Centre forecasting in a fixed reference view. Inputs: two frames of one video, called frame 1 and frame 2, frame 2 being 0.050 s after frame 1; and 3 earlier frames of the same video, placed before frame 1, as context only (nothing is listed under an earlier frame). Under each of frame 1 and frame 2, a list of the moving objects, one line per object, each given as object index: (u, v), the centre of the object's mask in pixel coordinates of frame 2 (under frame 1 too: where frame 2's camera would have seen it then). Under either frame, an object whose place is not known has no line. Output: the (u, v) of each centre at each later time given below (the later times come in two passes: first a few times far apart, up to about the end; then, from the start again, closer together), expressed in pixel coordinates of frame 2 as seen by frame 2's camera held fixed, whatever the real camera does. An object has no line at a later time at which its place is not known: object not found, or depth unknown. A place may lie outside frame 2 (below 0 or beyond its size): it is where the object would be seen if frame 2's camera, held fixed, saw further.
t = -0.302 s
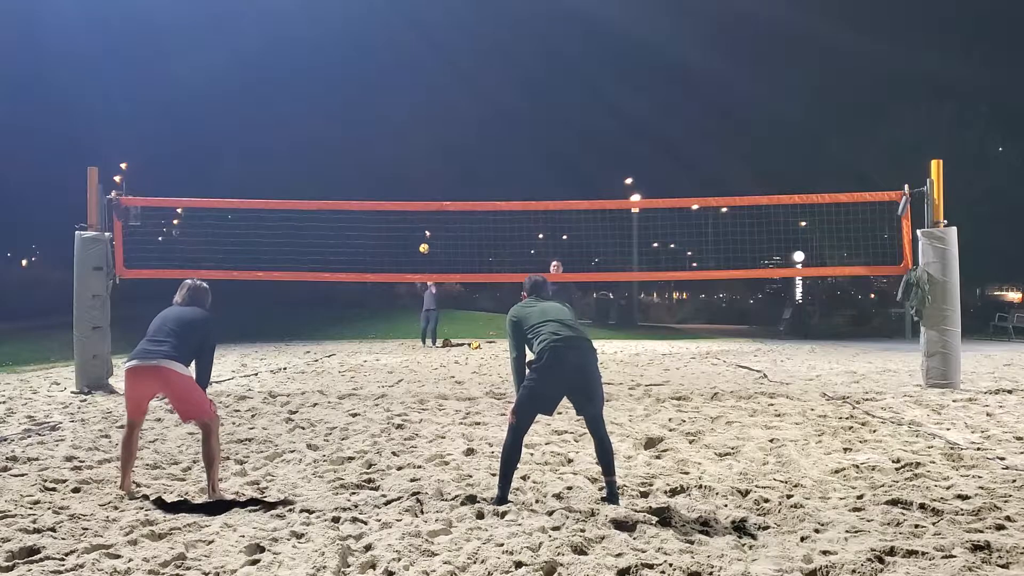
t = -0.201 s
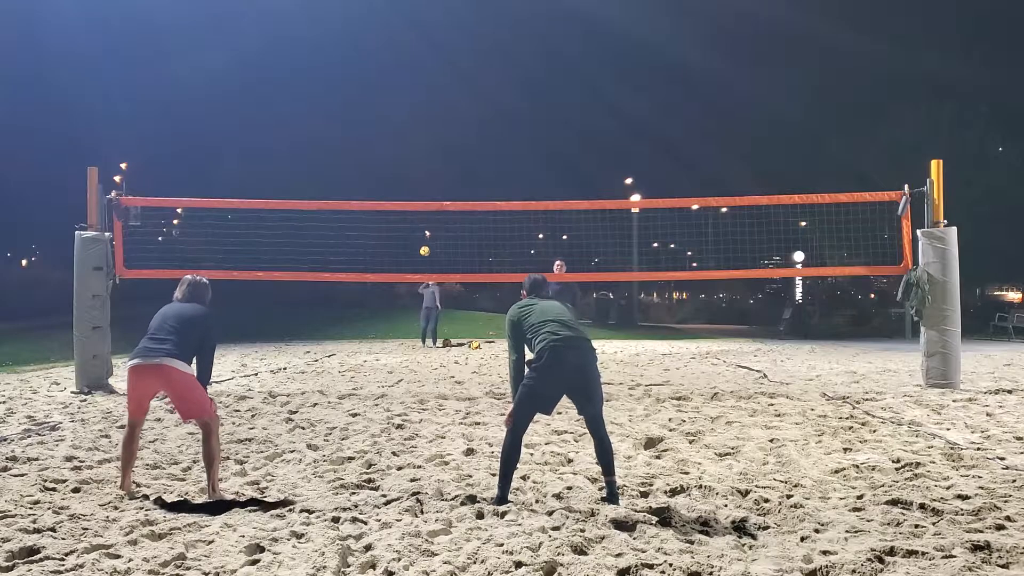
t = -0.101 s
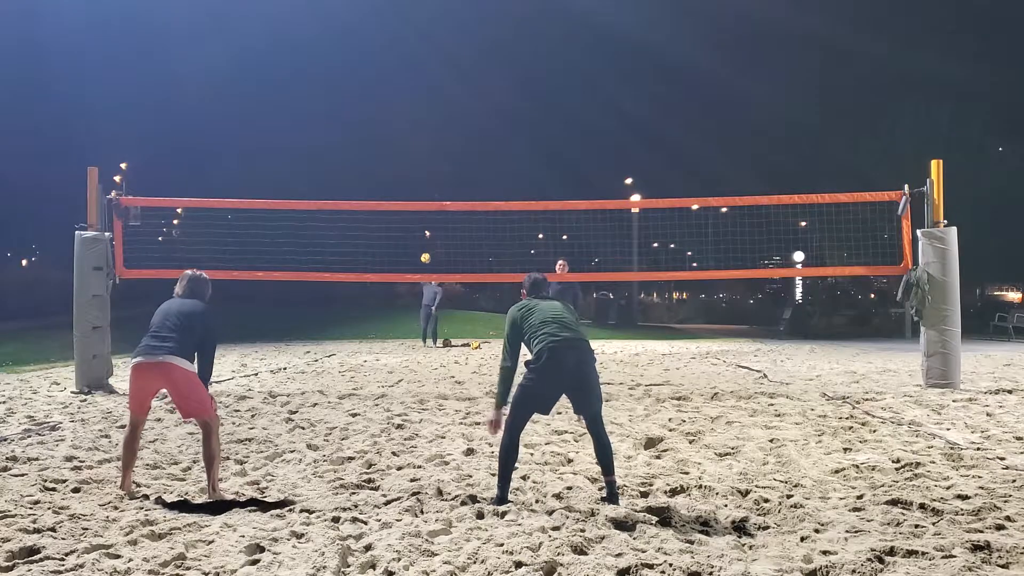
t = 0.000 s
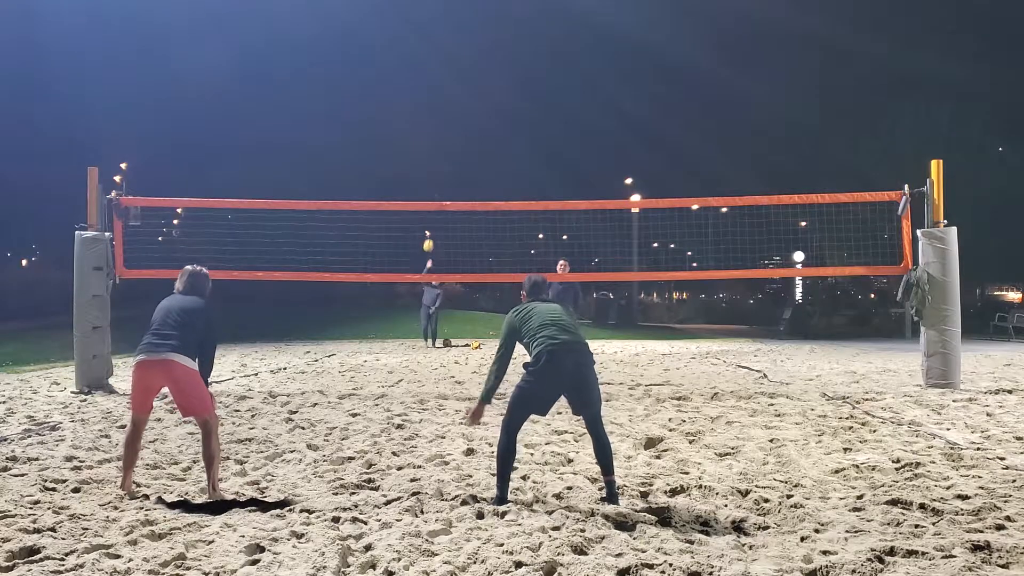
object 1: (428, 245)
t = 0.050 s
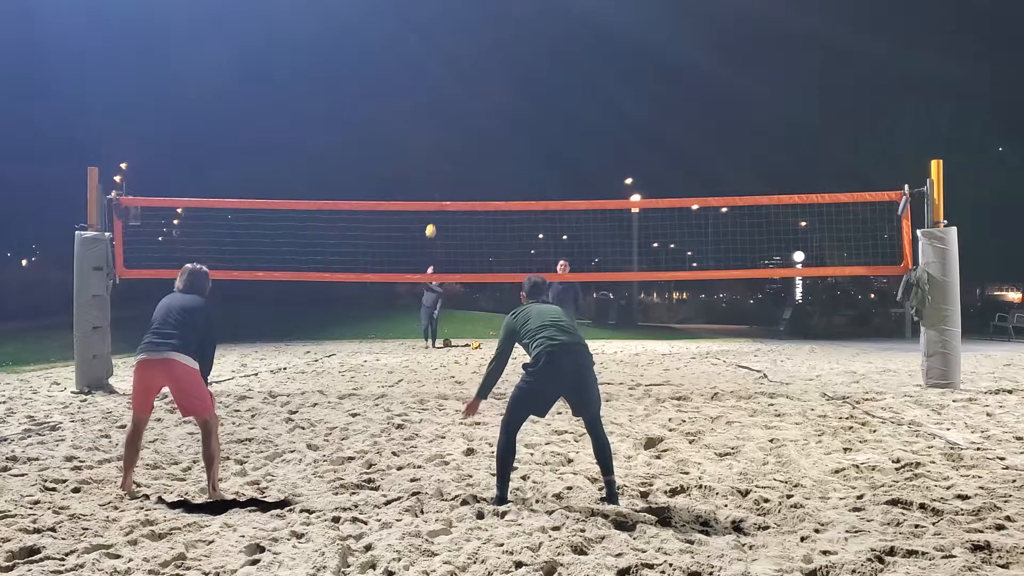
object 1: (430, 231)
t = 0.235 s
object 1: (441, 178)
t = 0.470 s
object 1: (455, 114)
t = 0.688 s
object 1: (472, 68)
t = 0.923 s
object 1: (495, 42)
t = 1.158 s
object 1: (528, 62)
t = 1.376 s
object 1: (578, 174)
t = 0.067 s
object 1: (431, 226)
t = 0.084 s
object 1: (432, 221)
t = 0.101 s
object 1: (433, 216)
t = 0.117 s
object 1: (433, 214)
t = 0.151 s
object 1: (436, 199)
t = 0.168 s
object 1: (437, 196)
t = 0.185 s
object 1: (438, 192)
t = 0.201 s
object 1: (439, 187)
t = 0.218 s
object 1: (440, 182)
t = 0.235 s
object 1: (441, 178)
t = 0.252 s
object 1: (442, 173)
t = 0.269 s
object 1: (443, 168)
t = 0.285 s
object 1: (444, 163)
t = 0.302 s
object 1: (445, 159)
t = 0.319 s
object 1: (446, 154)
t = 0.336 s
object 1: (447, 150)
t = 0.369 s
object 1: (449, 140)
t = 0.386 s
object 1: (450, 136)
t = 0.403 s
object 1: (451, 131)
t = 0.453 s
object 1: (454, 119)
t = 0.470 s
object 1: (455, 114)
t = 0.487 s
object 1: (456, 110)
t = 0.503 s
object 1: (458, 106)
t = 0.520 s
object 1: (458, 102)
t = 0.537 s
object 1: (460, 98)
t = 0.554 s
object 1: (461, 95)
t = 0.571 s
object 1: (462, 91)
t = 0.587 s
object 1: (463, 87)
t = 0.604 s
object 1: (465, 84)
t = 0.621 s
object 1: (466, 80)
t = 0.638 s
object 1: (467, 77)
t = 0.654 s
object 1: (469, 74)
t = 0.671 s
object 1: (470, 71)
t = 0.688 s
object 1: (472, 68)
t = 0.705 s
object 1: (473, 66)
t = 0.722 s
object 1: (475, 63)
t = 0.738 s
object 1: (477, 60)
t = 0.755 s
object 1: (478, 58)
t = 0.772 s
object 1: (480, 56)
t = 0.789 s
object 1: (482, 53)
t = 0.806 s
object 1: (483, 51)
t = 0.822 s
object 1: (485, 50)
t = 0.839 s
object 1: (487, 48)
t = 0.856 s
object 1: (488, 47)
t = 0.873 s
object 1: (490, 45)
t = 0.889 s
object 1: (492, 44)
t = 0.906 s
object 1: (494, 43)
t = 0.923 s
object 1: (495, 42)
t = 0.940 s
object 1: (497, 41)
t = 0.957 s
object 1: (499, 41)
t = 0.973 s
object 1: (501, 41)
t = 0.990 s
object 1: (503, 41)
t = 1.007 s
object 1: (506, 41)
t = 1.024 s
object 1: (508, 42)
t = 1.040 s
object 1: (510, 43)
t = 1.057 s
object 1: (513, 44)
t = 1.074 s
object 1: (515, 46)
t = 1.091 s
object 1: (517, 48)
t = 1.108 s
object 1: (520, 51)
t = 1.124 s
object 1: (523, 54)
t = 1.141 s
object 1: (526, 58)
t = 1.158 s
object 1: (528, 62)
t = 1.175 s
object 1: (531, 67)
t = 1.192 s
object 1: (534, 72)
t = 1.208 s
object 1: (538, 78)
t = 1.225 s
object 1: (541, 84)
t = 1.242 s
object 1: (545, 91)
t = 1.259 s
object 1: (548, 99)
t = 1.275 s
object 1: (552, 107)
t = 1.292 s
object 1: (555, 116)
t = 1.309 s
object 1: (559, 126)
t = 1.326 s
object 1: (564, 137)
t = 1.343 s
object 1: (568, 148)
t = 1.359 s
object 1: (573, 160)
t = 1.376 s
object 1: (578, 174)
